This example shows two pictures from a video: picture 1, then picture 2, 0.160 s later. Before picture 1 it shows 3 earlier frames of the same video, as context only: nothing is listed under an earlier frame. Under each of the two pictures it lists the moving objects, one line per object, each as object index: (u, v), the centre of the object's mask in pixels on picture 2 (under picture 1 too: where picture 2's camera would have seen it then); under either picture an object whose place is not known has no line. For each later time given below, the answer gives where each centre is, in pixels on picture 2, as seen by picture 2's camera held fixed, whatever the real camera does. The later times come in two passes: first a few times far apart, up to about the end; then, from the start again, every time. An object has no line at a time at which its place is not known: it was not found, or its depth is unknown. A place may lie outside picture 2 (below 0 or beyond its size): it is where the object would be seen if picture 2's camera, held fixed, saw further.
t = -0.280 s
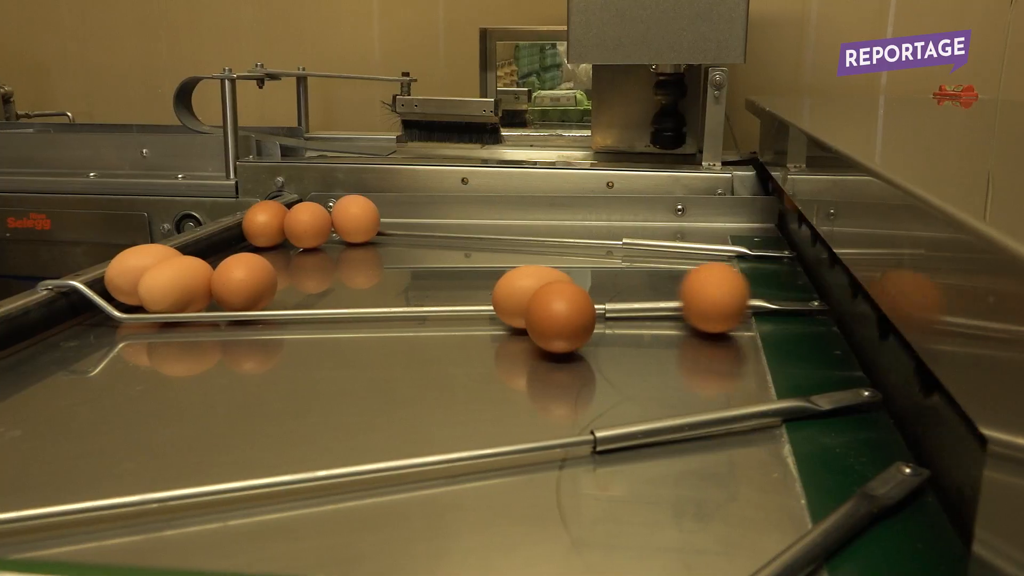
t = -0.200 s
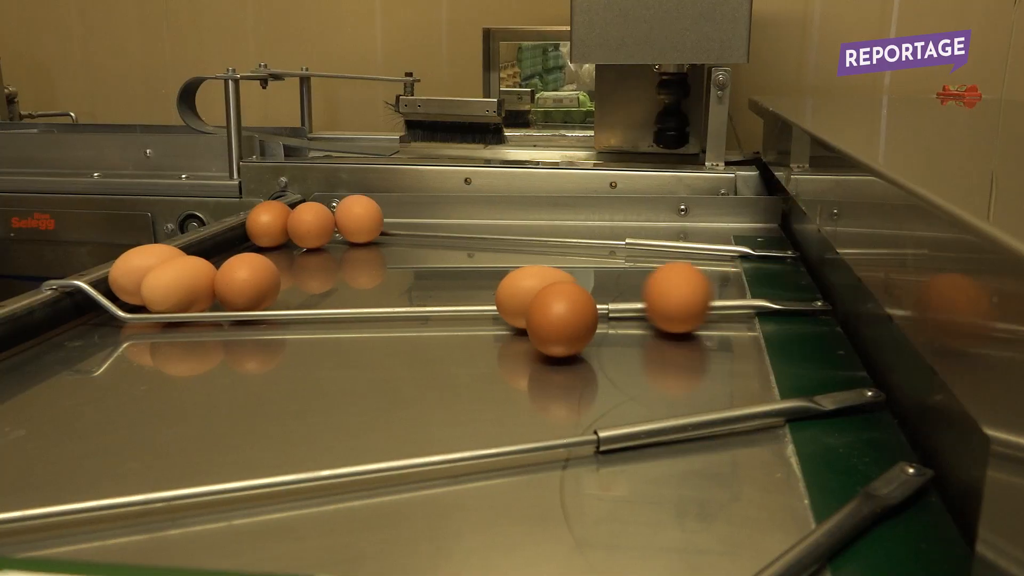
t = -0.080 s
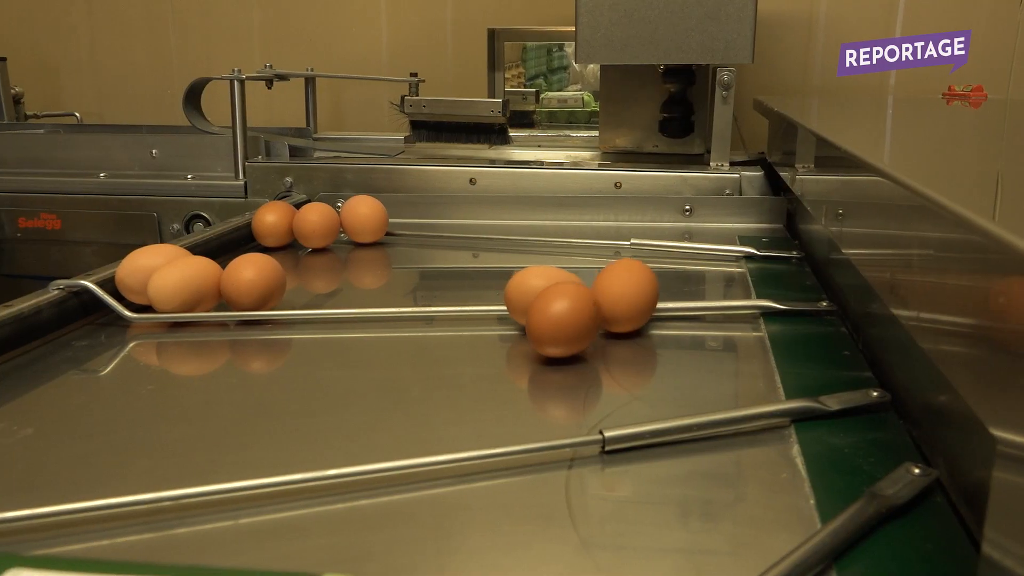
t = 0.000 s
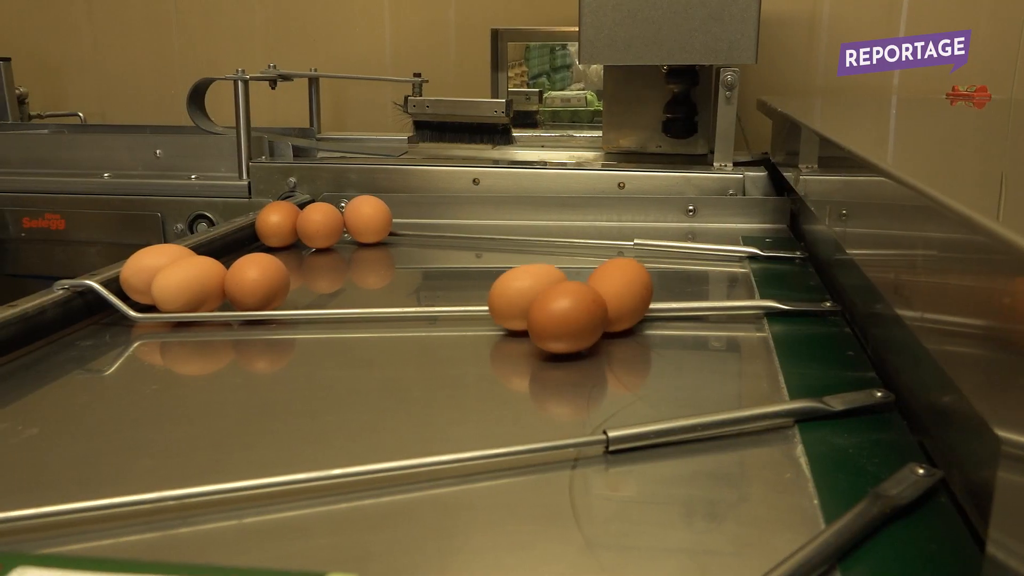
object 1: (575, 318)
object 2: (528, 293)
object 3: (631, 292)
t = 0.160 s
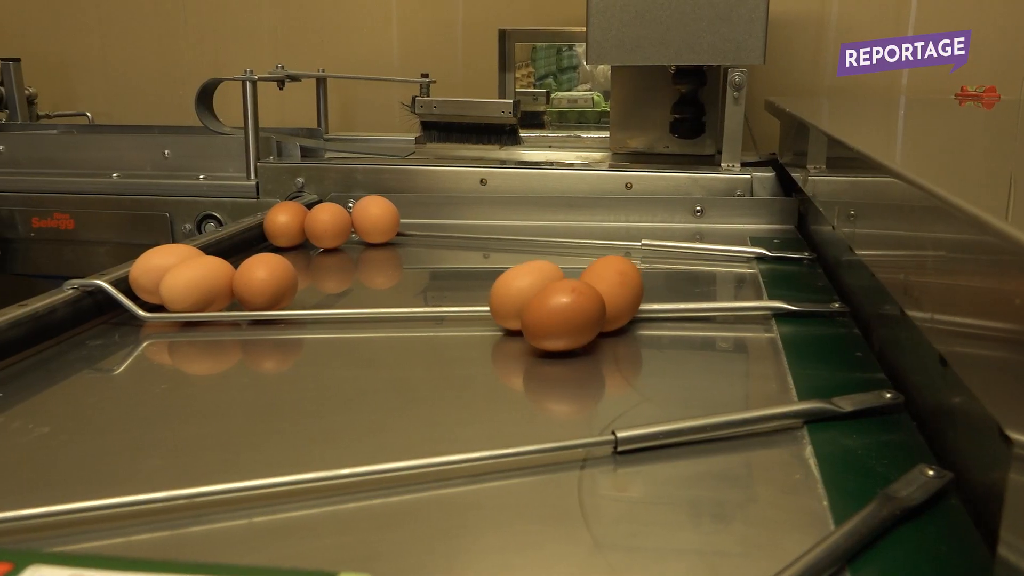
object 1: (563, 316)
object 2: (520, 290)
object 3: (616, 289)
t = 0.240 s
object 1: (560, 315)
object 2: (522, 289)
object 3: (615, 289)
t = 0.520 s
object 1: (572, 319)
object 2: (542, 287)
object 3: (639, 295)
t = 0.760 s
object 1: (562, 326)
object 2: (557, 283)
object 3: (664, 300)
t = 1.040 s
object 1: (535, 338)
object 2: (550, 288)
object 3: (670, 300)
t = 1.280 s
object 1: (499, 352)
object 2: (543, 297)
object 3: (661, 302)
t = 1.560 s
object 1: (413, 362)
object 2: (550, 299)
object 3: (641, 307)
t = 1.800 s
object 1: (305, 372)
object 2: (549, 299)
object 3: (620, 316)
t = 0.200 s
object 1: (561, 316)
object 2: (521, 289)
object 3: (613, 288)
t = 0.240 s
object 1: (560, 315)
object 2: (522, 289)
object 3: (615, 289)
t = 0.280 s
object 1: (562, 315)
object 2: (523, 289)
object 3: (618, 290)
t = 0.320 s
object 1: (565, 315)
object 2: (526, 290)
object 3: (621, 290)
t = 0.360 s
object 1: (568, 316)
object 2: (529, 290)
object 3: (624, 290)
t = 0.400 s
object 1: (570, 317)
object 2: (532, 289)
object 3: (628, 291)
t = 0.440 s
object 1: (572, 317)
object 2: (535, 289)
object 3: (631, 292)
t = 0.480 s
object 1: (573, 318)
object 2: (538, 288)
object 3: (635, 294)
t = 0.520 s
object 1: (572, 319)
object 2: (542, 287)
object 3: (639, 295)
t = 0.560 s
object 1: (570, 320)
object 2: (546, 284)
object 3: (642, 297)
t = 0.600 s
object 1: (567, 321)
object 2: (550, 283)
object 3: (647, 298)
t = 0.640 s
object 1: (565, 322)
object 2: (554, 282)
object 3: (653, 298)
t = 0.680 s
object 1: (563, 323)
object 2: (557, 282)
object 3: (657, 299)
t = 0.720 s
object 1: (562, 325)
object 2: (557, 283)
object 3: (661, 299)
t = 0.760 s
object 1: (562, 326)
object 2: (557, 283)
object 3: (664, 300)
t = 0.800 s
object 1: (562, 328)
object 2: (556, 284)
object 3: (667, 300)
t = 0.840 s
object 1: (560, 330)
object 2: (555, 285)
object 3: (669, 300)
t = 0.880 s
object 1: (558, 332)
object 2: (554, 286)
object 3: (670, 301)
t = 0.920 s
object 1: (553, 334)
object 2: (553, 286)
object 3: (671, 300)
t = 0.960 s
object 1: (548, 335)
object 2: (552, 287)
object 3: (671, 300)
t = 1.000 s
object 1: (541, 336)
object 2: (551, 287)
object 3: (671, 300)
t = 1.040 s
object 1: (535, 338)
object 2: (550, 288)
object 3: (670, 300)
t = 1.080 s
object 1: (530, 339)
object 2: (549, 289)
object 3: (669, 300)
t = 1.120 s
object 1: (525, 341)
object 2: (548, 290)
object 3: (668, 300)
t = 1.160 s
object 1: (519, 344)
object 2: (546, 292)
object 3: (667, 300)
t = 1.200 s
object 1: (514, 347)
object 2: (545, 293)
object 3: (666, 301)
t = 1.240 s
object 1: (507, 350)
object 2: (544, 295)
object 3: (663, 301)
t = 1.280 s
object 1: (499, 352)
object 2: (543, 297)
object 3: (661, 302)
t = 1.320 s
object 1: (490, 353)
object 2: (543, 298)
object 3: (657, 302)
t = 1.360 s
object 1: (480, 354)
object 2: (543, 299)
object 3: (654, 302)
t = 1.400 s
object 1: (468, 355)
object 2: (545, 299)
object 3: (651, 303)
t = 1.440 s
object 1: (456, 356)
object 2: (546, 299)
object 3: (648, 304)
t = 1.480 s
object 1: (442, 358)
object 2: (547, 299)
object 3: (645, 304)
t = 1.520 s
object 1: (428, 359)
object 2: (549, 299)
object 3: (643, 306)
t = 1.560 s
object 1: (413, 362)
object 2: (550, 299)
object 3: (641, 307)
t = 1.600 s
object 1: (397, 365)
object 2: (551, 299)
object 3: (638, 308)
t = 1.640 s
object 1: (380, 367)
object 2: (551, 300)
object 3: (634, 309)
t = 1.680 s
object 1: (362, 369)
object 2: (552, 300)
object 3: (629, 311)
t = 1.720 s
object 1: (344, 371)
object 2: (551, 300)
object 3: (626, 312)
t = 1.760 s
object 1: (325, 372)
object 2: (550, 299)
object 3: (622, 314)
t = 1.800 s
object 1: (305, 372)
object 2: (549, 299)
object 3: (620, 316)
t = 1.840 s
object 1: (284, 372)
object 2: (548, 299)
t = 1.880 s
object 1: (263, 373)
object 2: (547, 298)
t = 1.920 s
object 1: (241, 375)
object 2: (545, 298)
